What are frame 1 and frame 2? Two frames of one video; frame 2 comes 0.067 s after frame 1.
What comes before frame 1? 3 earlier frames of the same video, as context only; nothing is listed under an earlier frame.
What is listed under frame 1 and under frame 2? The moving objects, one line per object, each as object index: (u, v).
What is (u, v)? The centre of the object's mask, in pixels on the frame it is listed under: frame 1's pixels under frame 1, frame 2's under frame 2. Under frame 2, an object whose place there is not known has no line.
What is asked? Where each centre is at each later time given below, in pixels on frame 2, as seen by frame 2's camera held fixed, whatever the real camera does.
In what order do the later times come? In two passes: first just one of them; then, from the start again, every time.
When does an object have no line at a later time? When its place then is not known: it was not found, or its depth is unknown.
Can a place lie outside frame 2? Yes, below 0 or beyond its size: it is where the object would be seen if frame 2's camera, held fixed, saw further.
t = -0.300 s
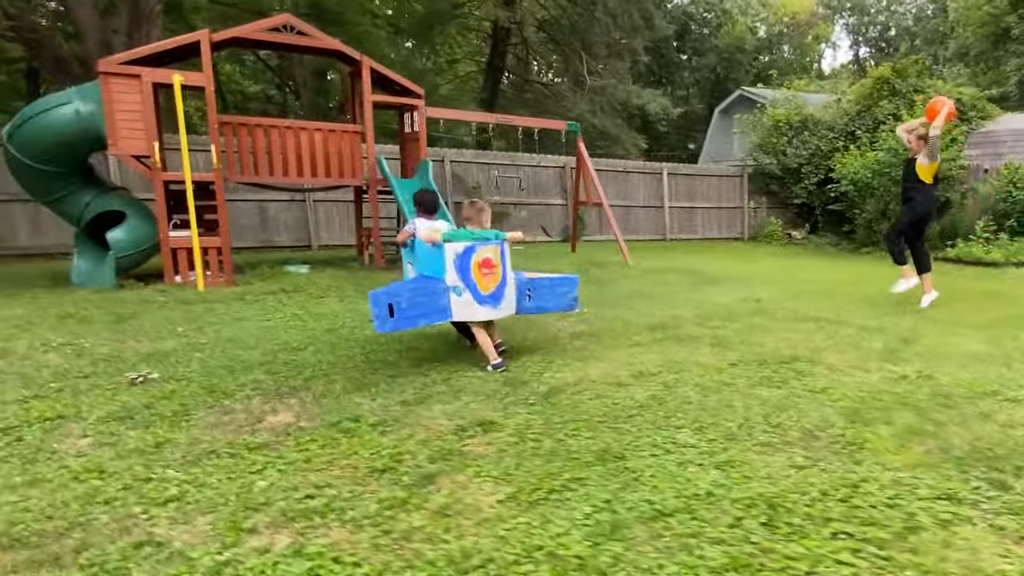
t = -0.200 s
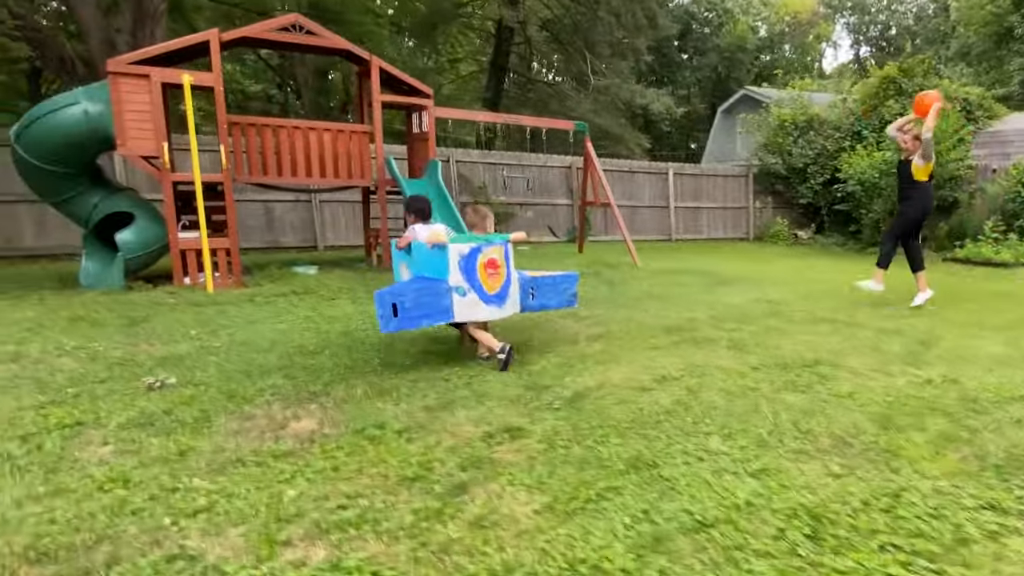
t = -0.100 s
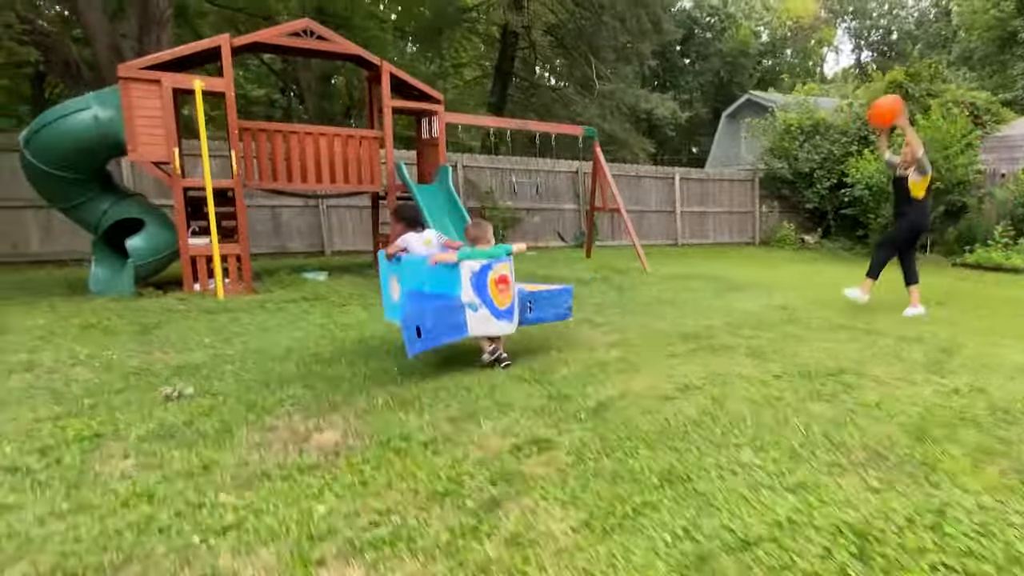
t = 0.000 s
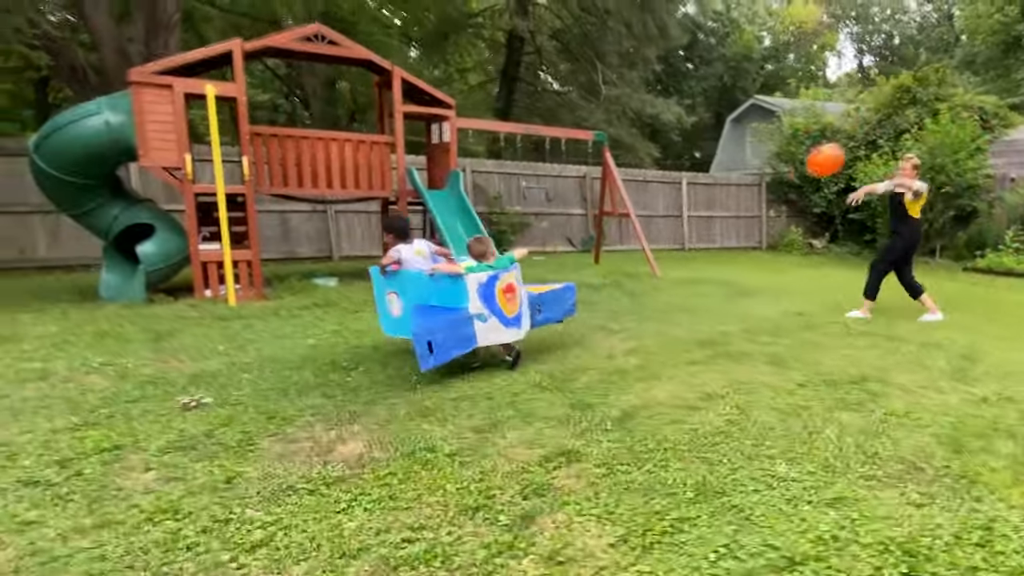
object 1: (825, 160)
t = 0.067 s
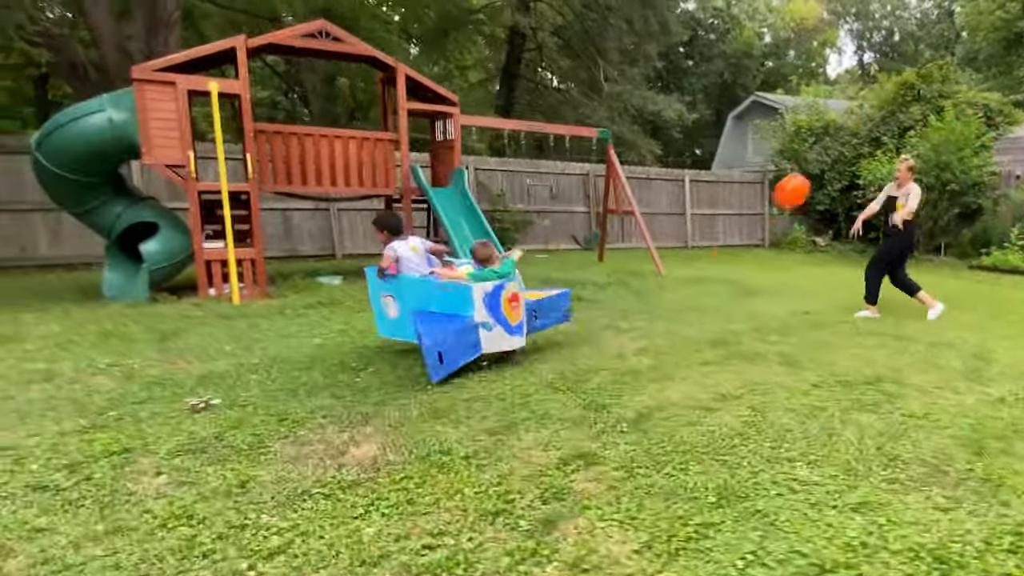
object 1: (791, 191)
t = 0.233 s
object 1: (702, 278)
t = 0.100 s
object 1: (775, 207)
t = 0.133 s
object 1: (759, 225)
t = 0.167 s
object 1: (740, 242)
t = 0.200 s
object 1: (720, 259)
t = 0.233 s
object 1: (702, 278)
